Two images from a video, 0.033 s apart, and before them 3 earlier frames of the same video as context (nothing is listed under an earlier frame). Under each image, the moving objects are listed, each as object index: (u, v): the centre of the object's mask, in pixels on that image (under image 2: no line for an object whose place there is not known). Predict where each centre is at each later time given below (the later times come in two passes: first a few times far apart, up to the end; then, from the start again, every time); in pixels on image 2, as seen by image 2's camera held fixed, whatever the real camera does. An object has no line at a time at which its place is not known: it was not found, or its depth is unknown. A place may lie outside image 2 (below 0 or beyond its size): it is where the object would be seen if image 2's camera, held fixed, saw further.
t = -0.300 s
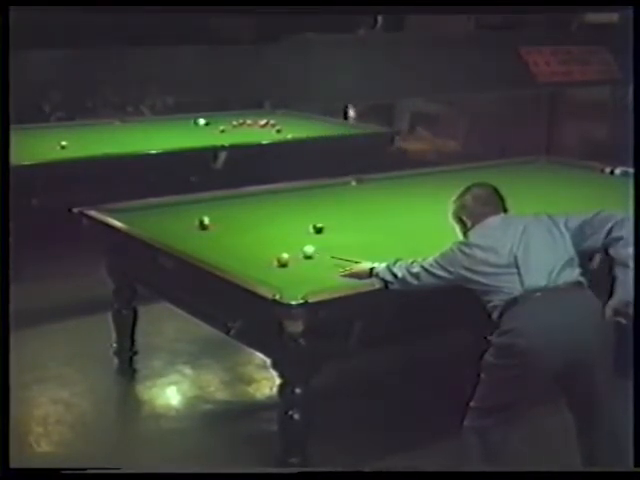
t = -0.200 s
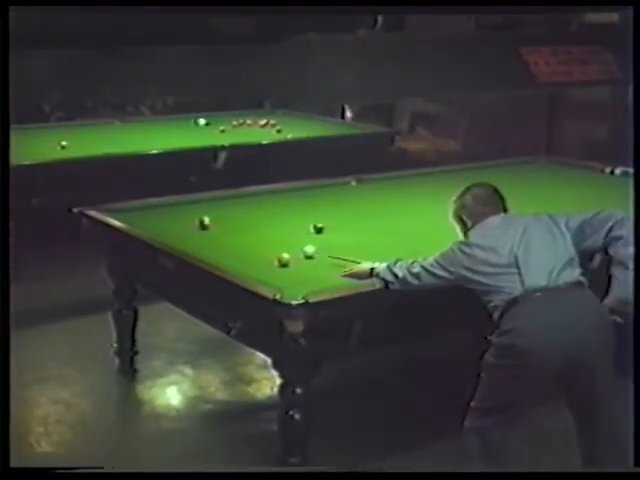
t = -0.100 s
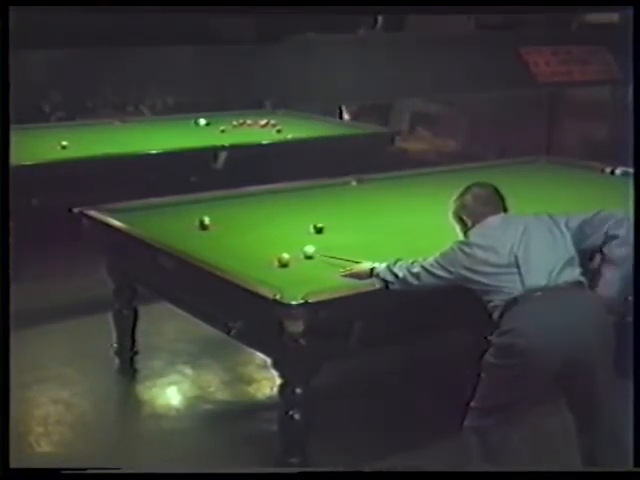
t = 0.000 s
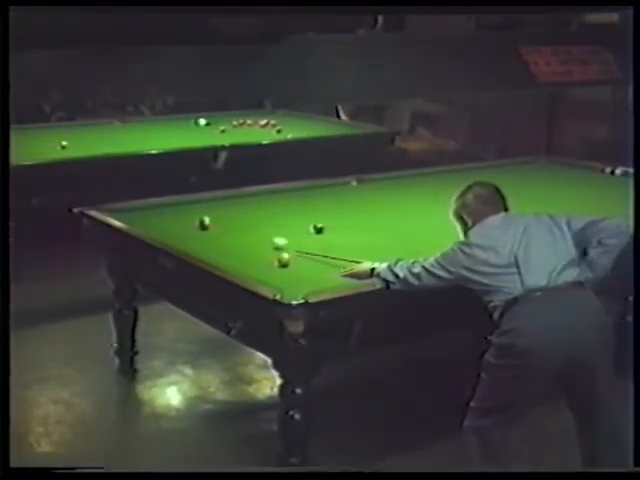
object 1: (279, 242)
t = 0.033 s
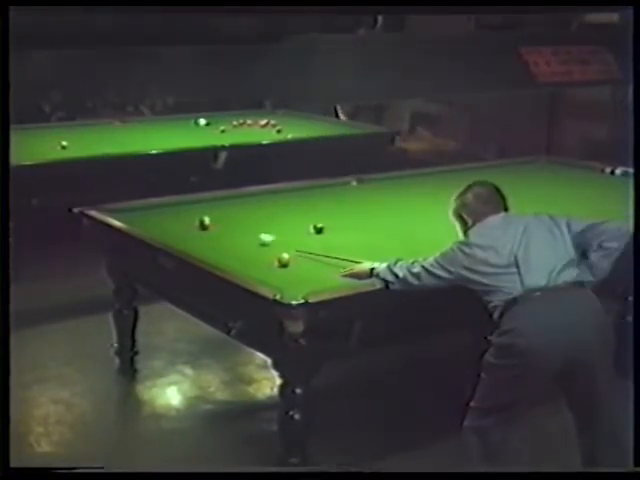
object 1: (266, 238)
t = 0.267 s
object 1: (216, 224)
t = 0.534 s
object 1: (216, 216)
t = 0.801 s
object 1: (213, 209)
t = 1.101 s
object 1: (211, 202)
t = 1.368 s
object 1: (213, 199)
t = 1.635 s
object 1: (227, 201)
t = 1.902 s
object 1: (239, 202)
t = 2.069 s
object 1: (246, 203)
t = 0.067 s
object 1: (260, 236)
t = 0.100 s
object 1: (248, 233)
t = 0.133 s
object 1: (237, 230)
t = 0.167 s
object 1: (232, 229)
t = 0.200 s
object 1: (223, 226)
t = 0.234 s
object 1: (215, 224)
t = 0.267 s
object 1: (216, 224)
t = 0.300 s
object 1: (217, 223)
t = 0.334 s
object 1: (218, 222)
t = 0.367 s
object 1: (218, 221)
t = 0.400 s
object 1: (217, 220)
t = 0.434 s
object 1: (217, 219)
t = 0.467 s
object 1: (217, 218)
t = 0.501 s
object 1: (217, 217)
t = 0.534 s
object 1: (216, 216)
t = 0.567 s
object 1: (216, 215)
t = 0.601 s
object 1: (216, 214)
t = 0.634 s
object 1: (215, 213)
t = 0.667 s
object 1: (215, 213)
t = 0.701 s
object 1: (214, 212)
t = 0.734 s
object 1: (214, 211)
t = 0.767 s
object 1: (214, 210)
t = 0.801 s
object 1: (213, 209)
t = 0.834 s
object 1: (213, 208)
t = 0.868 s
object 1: (212, 208)
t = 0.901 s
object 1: (213, 207)
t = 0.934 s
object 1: (212, 206)
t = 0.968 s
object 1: (212, 206)
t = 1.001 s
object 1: (212, 205)
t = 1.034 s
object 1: (212, 204)
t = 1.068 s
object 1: (211, 204)
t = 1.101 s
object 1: (211, 202)
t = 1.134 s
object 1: (211, 202)
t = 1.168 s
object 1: (212, 201)
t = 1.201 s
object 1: (211, 201)
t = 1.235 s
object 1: (211, 200)
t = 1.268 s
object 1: (210, 199)
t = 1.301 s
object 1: (210, 199)
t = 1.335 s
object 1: (211, 199)
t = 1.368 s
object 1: (213, 199)
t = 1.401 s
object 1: (215, 199)
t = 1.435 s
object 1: (217, 199)
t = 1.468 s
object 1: (217, 199)
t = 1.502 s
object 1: (220, 200)
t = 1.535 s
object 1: (221, 200)
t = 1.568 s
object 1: (223, 200)
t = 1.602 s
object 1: (225, 200)
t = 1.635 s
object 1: (227, 201)
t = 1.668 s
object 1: (228, 201)
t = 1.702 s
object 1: (230, 201)
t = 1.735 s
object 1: (231, 201)
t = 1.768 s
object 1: (232, 201)
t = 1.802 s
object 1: (235, 202)
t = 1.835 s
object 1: (236, 202)
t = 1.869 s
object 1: (237, 202)
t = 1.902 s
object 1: (239, 202)
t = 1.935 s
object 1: (240, 202)
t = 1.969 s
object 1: (242, 203)
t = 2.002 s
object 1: (244, 203)
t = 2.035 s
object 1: (246, 203)
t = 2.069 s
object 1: (246, 203)
